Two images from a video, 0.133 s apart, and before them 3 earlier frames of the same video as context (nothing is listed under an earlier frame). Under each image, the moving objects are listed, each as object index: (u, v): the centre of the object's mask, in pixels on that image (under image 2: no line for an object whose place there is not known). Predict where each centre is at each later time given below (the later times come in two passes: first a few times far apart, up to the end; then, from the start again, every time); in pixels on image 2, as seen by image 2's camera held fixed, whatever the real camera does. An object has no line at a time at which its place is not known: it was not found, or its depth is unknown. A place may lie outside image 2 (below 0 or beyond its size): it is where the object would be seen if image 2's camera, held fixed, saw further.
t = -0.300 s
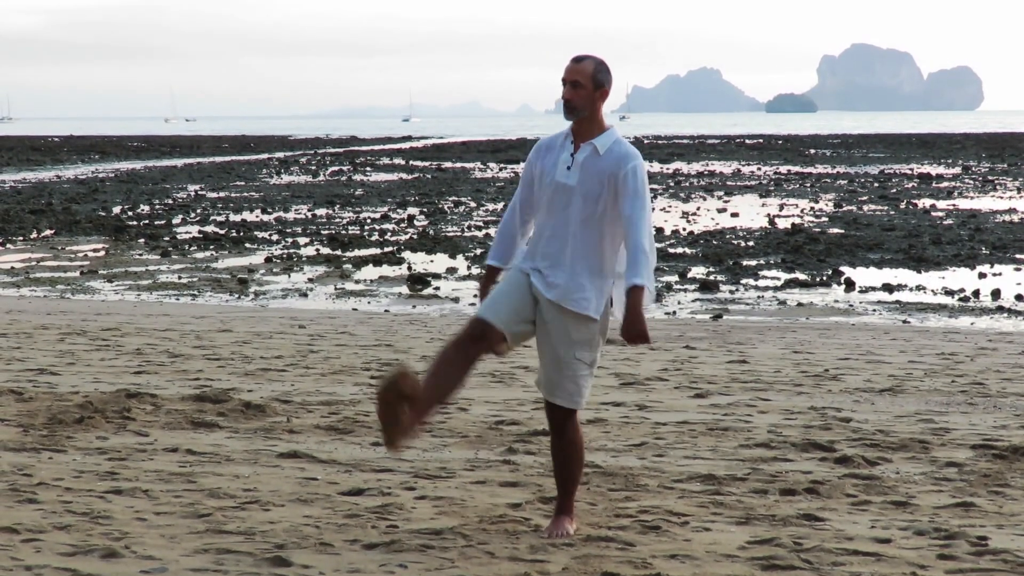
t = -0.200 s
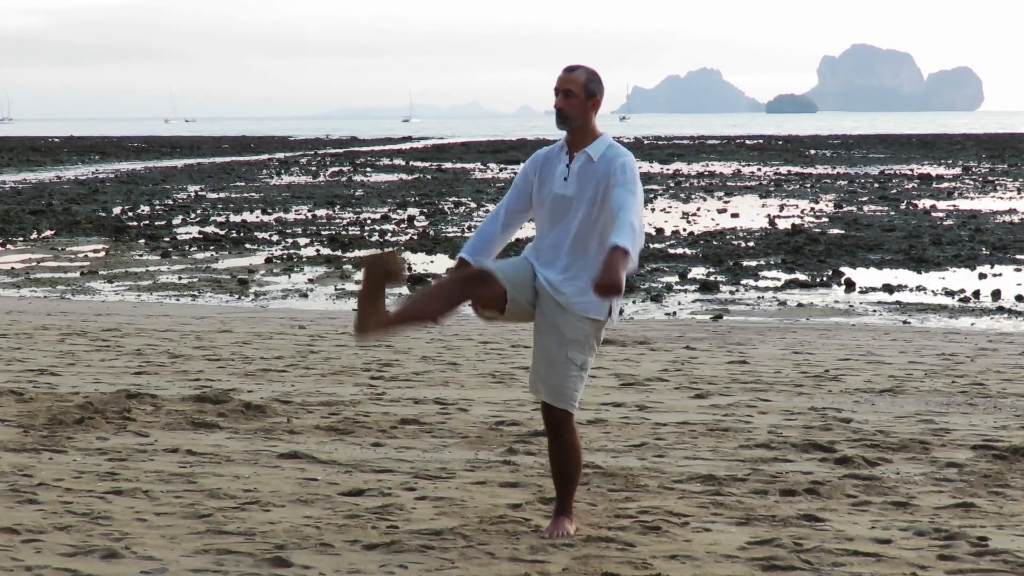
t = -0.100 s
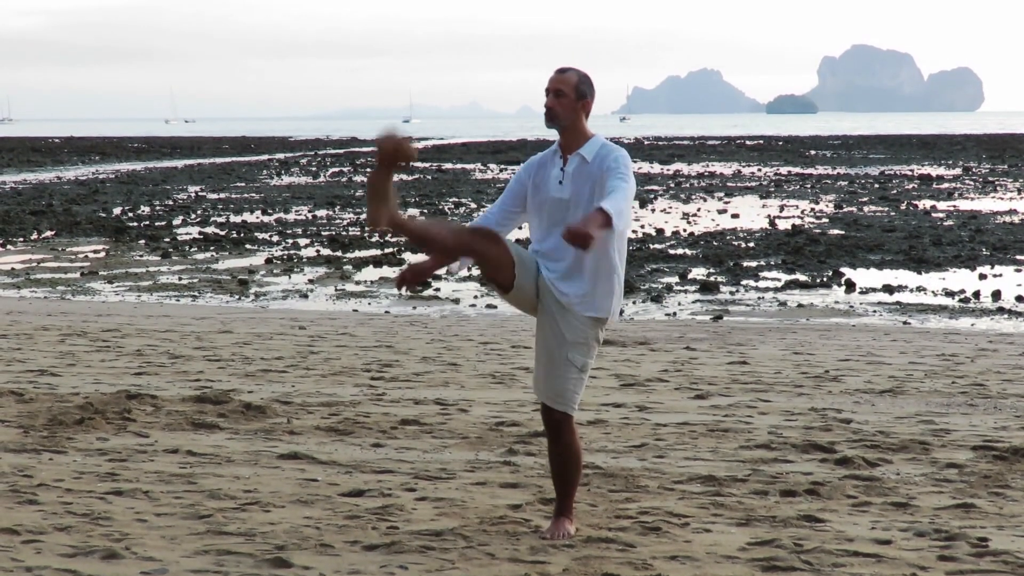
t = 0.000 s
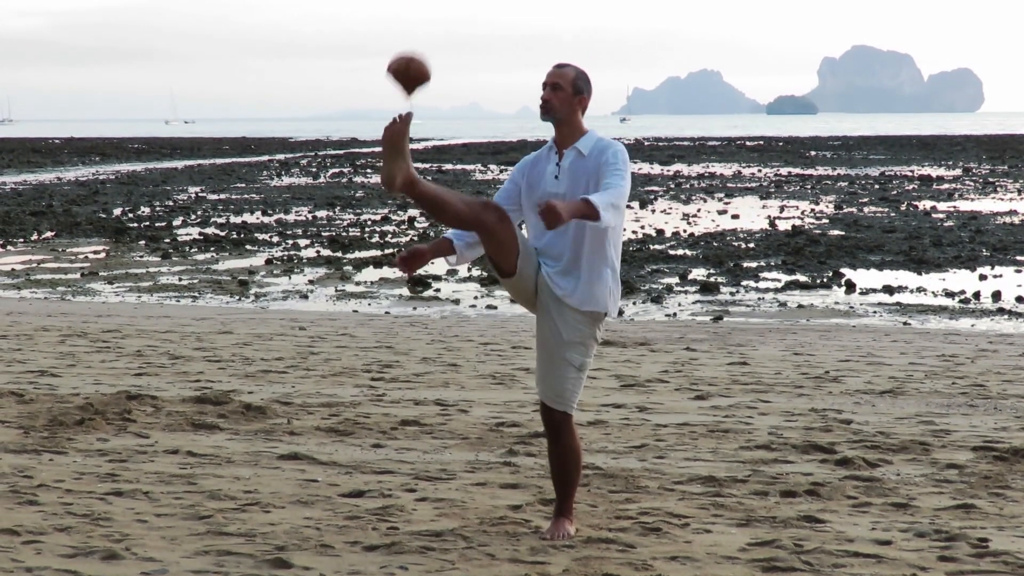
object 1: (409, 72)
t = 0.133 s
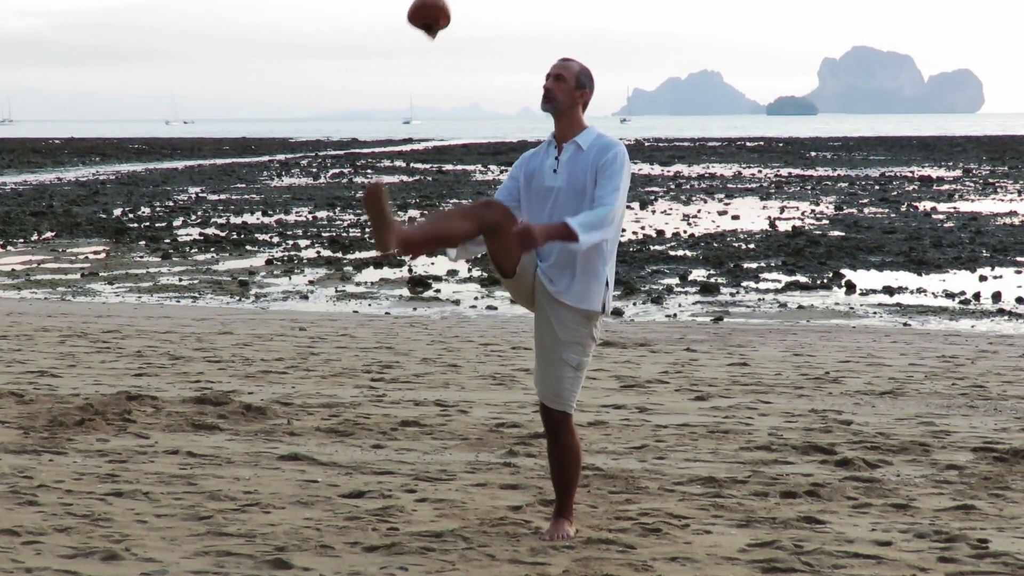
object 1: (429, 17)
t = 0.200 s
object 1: (439, 11)
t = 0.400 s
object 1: (467, 44)
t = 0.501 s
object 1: (480, 105)
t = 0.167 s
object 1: (434, 13)
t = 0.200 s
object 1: (439, 11)
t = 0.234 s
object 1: (444, 10)
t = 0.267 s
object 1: (448, 11)
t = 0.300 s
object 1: (453, 14)
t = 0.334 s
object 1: (458, 19)
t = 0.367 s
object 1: (462, 30)
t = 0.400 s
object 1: (467, 44)
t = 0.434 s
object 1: (471, 62)
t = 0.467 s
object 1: (476, 82)
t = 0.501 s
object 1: (480, 105)
